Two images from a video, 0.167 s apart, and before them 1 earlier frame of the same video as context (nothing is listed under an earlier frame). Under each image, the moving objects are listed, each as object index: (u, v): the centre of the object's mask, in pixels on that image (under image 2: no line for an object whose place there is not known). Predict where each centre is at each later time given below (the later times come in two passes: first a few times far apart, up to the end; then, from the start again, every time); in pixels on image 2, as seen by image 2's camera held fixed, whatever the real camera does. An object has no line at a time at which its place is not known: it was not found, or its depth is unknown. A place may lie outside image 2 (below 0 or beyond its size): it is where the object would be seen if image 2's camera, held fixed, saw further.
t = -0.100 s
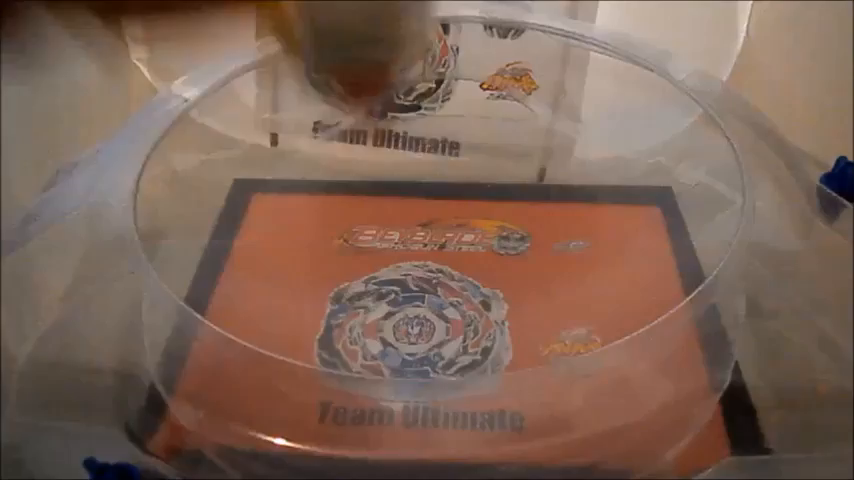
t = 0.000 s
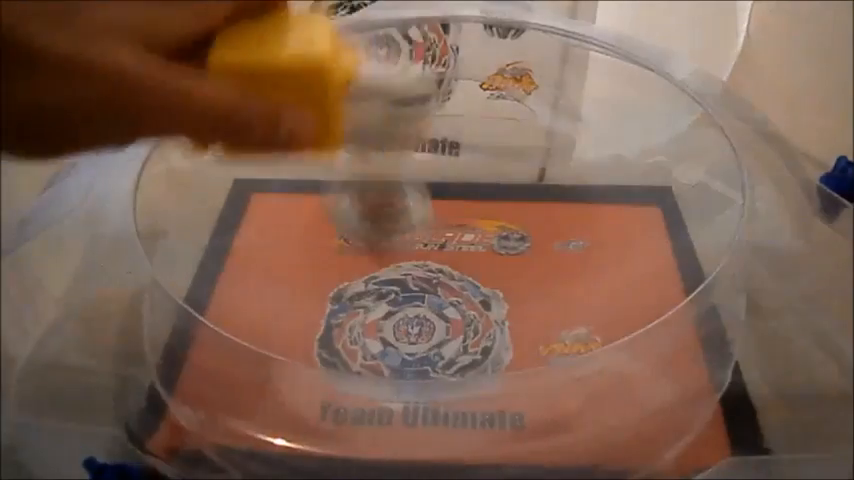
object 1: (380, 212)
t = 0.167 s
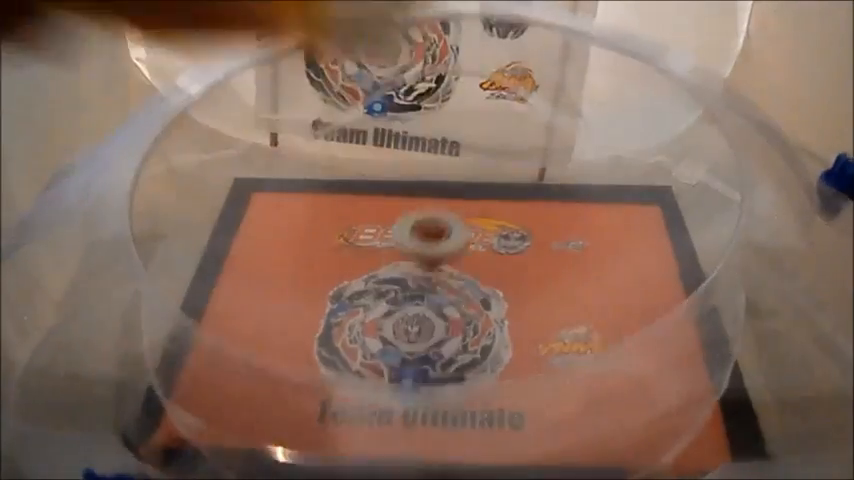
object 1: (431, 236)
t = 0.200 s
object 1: (436, 232)
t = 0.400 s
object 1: (466, 223)
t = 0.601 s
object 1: (501, 299)
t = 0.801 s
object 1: (425, 380)
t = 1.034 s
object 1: (316, 241)
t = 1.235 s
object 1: (486, 182)
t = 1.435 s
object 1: (619, 315)
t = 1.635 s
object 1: (374, 429)
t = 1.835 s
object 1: (239, 263)
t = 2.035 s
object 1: (404, 191)
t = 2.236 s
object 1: (538, 296)
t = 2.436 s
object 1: (479, 397)
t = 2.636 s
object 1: (286, 369)
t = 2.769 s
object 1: (234, 282)
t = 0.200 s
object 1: (436, 232)
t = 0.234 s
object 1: (442, 228)
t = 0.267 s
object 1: (447, 220)
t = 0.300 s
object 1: (452, 210)
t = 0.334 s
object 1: (457, 208)
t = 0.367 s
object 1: (461, 216)
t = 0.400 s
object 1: (466, 223)
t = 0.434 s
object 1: (473, 231)
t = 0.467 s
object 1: (477, 242)
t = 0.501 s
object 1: (485, 255)
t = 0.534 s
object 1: (490, 270)
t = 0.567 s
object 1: (495, 284)
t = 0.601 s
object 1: (501, 299)
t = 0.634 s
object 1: (506, 316)
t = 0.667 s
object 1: (506, 336)
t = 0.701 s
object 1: (498, 354)
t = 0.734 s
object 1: (480, 371)
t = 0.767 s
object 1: (456, 375)
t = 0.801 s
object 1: (425, 380)
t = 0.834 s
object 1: (392, 371)
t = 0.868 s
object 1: (361, 355)
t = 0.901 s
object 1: (331, 346)
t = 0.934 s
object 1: (313, 320)
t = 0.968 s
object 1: (306, 295)
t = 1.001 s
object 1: (308, 266)
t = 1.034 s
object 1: (316, 241)
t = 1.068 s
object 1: (332, 221)
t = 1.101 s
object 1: (358, 203)
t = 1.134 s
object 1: (385, 192)
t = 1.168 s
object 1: (415, 182)
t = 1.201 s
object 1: (451, 181)
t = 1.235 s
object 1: (486, 182)
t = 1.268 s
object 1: (519, 189)
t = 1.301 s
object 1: (554, 201)
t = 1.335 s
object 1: (585, 221)
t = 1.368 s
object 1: (607, 247)
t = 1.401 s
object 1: (618, 275)
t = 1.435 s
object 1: (619, 315)
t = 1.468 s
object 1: (605, 346)
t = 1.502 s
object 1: (579, 374)
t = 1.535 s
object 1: (536, 406)
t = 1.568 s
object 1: (486, 425)
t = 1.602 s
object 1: (432, 434)
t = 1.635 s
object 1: (374, 429)
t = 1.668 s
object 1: (322, 401)
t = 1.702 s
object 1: (279, 382)
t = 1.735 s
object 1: (253, 355)
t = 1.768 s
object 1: (237, 323)
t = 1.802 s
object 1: (232, 292)
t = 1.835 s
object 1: (239, 263)
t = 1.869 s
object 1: (255, 238)
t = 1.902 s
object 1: (278, 216)
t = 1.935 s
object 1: (307, 201)
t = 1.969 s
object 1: (338, 192)
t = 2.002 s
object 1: (371, 187)
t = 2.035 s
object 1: (404, 191)
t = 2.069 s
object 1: (438, 197)
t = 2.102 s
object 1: (467, 212)
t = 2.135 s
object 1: (495, 231)
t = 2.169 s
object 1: (517, 253)
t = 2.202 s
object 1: (529, 276)
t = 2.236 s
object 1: (538, 296)
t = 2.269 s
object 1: (545, 328)
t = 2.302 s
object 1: (542, 346)
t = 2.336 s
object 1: (535, 364)
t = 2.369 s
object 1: (520, 377)
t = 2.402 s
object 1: (504, 390)
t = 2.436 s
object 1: (479, 397)
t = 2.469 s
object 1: (454, 403)
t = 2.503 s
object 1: (425, 402)
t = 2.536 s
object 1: (392, 399)
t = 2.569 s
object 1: (358, 395)
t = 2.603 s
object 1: (317, 385)
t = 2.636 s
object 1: (286, 369)
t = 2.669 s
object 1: (262, 354)
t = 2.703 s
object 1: (243, 329)
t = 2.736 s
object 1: (233, 305)
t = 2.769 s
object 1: (234, 282)
